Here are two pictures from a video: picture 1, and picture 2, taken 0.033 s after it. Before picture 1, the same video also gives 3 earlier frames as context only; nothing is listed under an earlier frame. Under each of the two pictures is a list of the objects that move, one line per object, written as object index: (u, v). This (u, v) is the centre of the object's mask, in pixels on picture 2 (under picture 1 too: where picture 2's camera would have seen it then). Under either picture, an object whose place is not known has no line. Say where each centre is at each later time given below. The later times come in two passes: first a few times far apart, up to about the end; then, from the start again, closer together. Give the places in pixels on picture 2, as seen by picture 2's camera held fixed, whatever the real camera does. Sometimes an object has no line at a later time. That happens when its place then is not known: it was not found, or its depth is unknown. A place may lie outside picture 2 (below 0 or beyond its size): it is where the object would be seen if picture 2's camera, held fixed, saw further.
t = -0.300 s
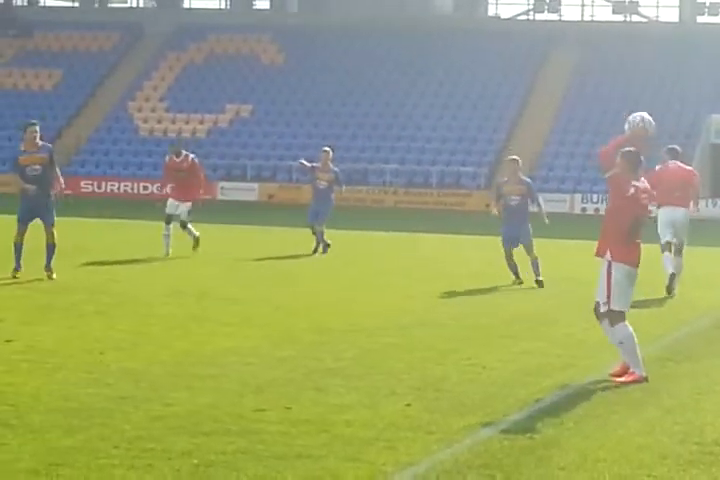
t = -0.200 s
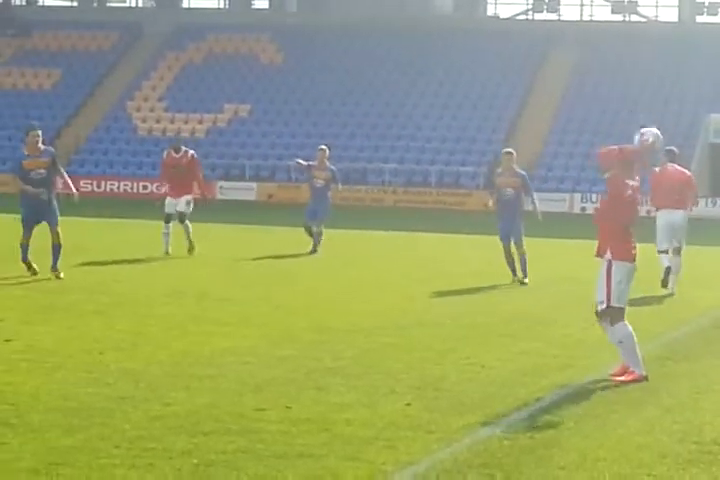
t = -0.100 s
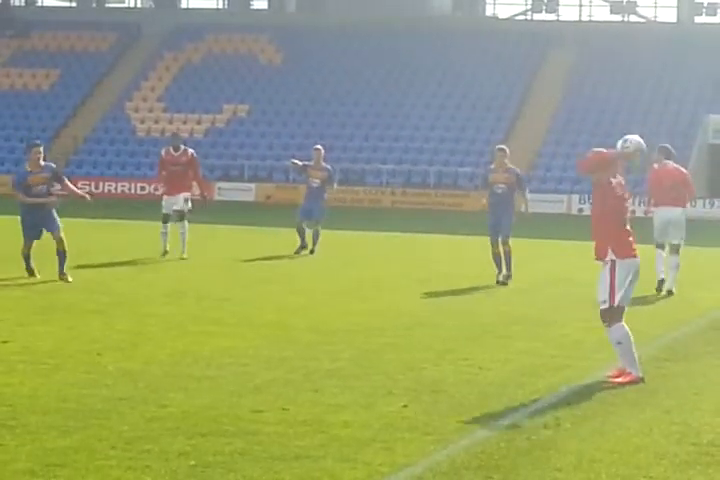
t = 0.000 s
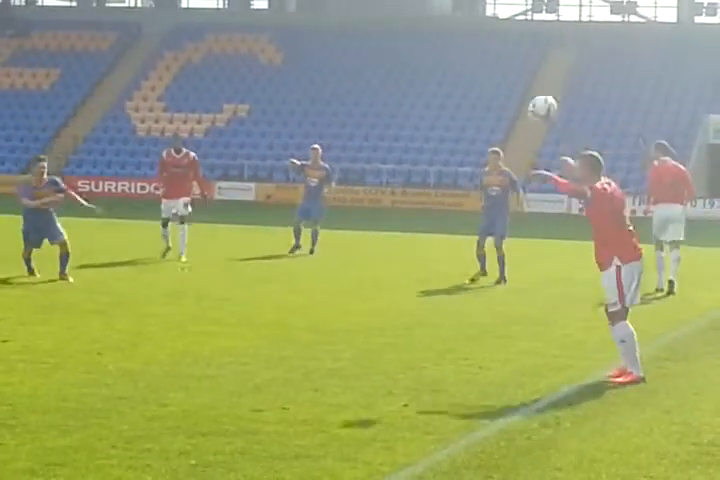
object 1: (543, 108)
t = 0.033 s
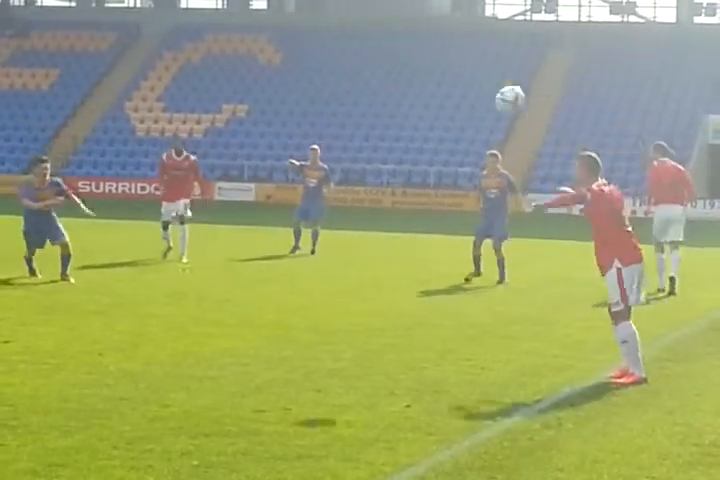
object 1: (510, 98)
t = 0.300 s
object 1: (268, 71)
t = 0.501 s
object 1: (104, 110)
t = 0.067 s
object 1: (478, 90)
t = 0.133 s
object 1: (415, 78)
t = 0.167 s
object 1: (385, 76)
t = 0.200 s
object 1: (355, 73)
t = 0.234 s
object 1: (326, 72)
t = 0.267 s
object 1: (297, 71)
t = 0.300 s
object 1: (268, 71)
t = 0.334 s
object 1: (238, 75)
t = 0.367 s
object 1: (208, 79)
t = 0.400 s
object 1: (181, 84)
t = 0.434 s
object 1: (158, 95)
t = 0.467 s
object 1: (129, 100)
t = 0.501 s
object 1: (104, 110)
